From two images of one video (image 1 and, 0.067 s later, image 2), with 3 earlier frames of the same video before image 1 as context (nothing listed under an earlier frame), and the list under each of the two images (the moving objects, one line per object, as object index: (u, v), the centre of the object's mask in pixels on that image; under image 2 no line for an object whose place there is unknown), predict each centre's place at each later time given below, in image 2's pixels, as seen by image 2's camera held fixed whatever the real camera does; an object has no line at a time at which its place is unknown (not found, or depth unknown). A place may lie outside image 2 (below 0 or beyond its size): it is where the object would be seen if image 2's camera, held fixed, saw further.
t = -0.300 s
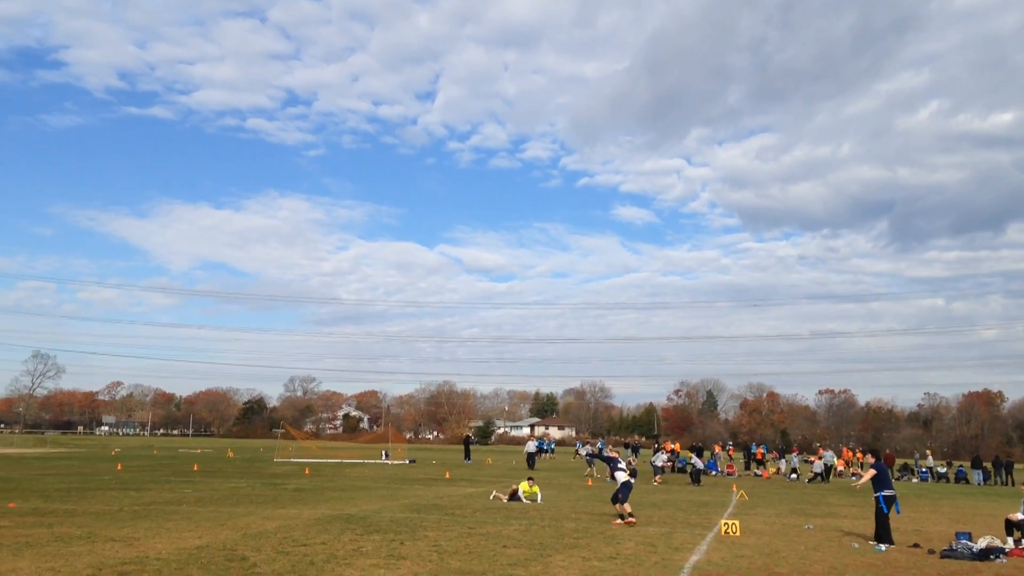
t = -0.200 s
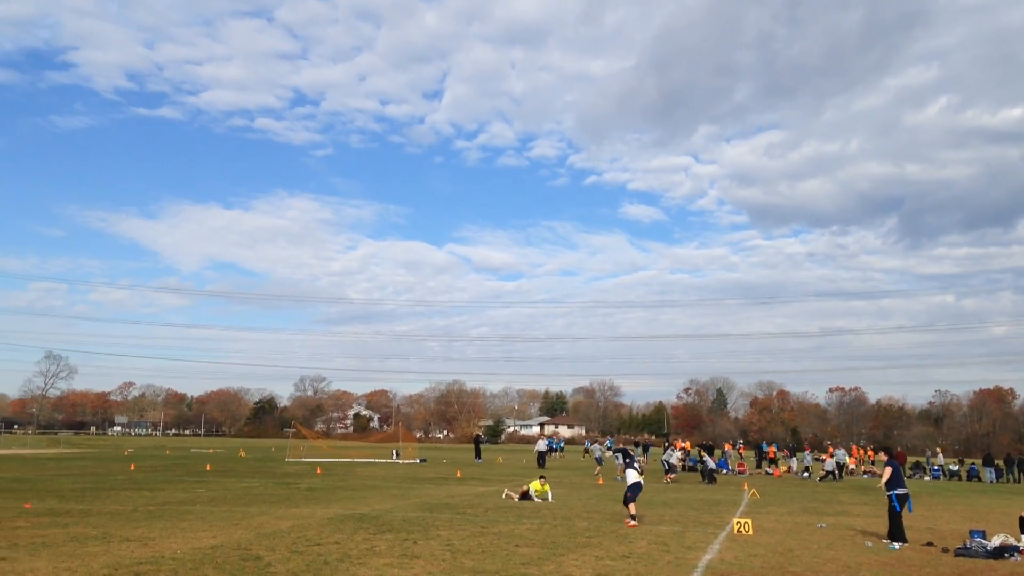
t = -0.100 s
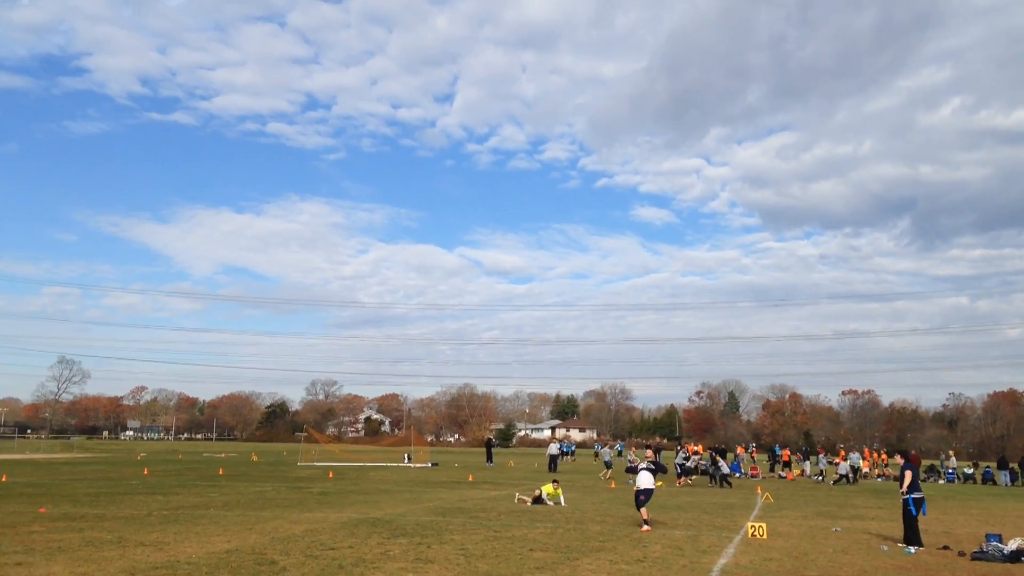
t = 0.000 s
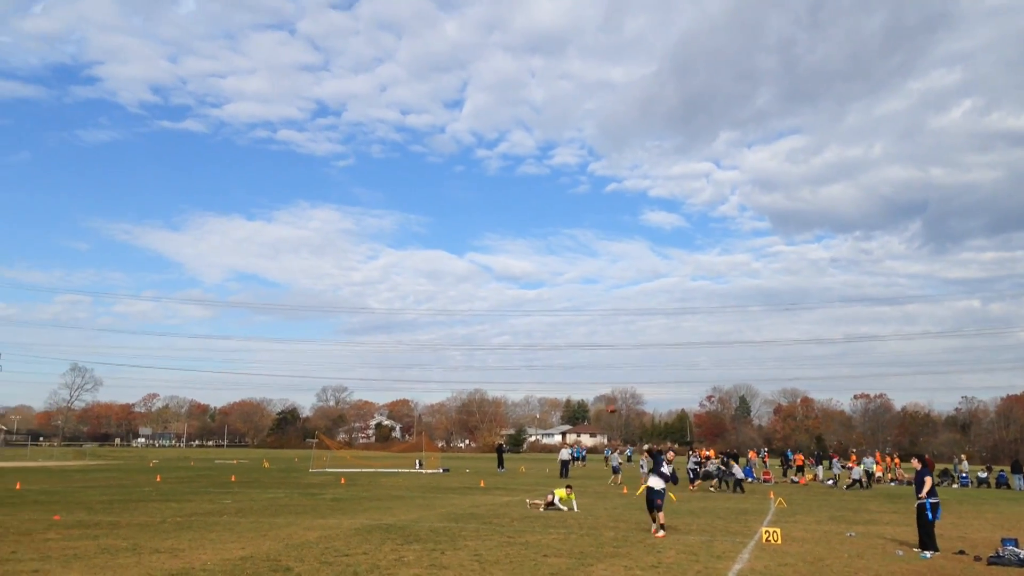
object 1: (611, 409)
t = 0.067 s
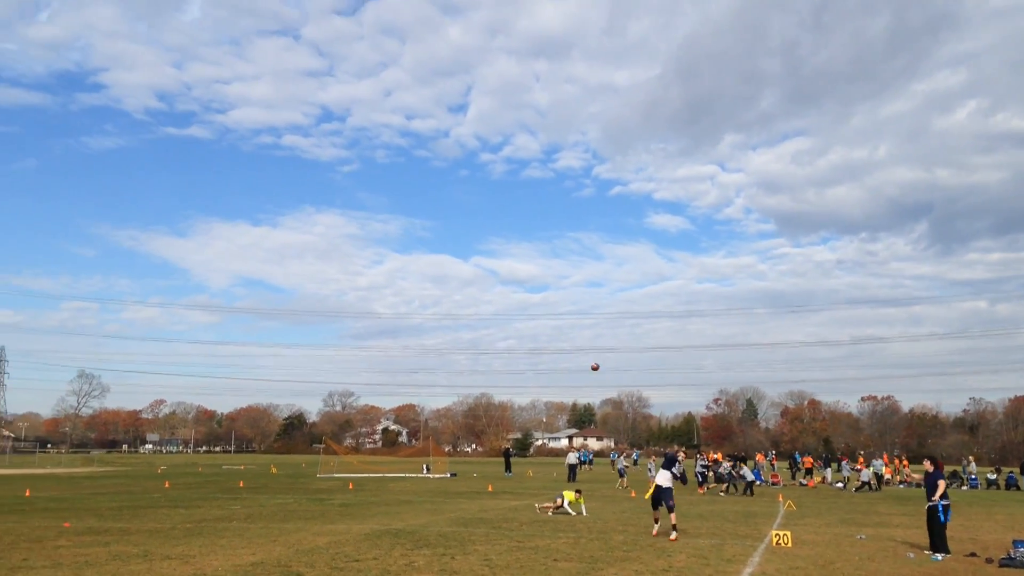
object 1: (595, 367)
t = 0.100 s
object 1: (582, 344)
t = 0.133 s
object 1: (569, 321)
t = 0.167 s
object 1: (555, 299)
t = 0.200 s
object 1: (540, 276)
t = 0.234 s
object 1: (523, 254)
